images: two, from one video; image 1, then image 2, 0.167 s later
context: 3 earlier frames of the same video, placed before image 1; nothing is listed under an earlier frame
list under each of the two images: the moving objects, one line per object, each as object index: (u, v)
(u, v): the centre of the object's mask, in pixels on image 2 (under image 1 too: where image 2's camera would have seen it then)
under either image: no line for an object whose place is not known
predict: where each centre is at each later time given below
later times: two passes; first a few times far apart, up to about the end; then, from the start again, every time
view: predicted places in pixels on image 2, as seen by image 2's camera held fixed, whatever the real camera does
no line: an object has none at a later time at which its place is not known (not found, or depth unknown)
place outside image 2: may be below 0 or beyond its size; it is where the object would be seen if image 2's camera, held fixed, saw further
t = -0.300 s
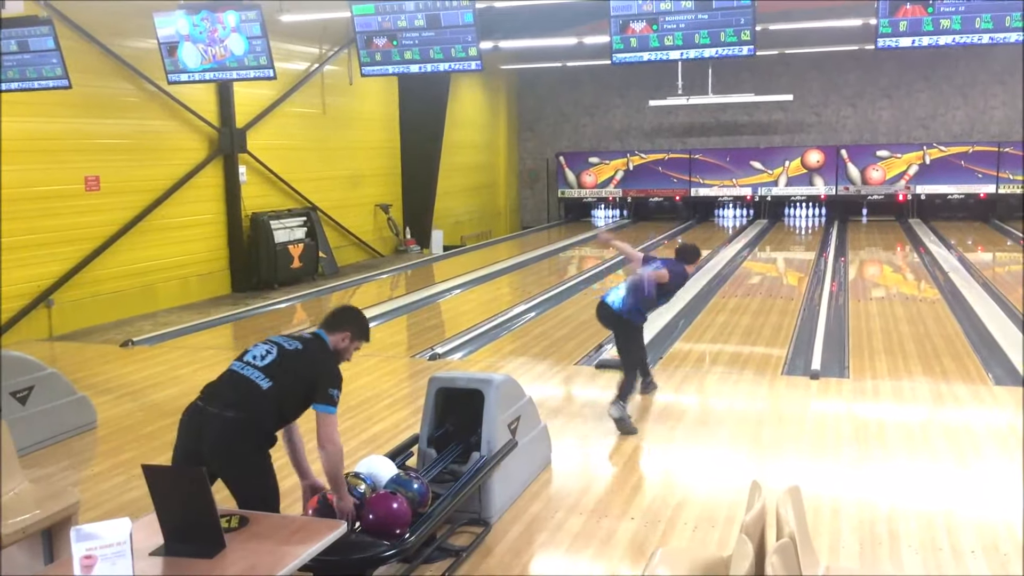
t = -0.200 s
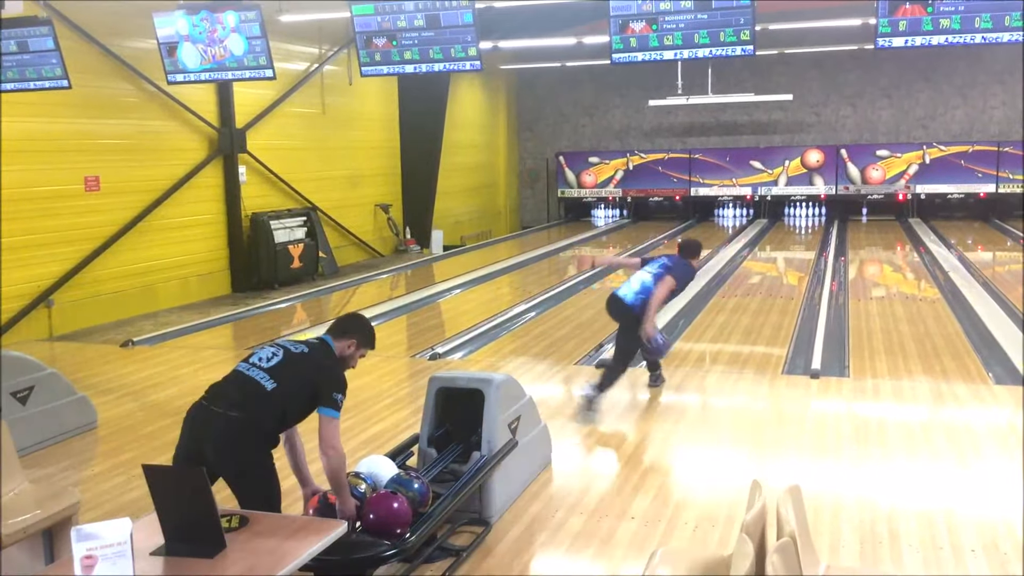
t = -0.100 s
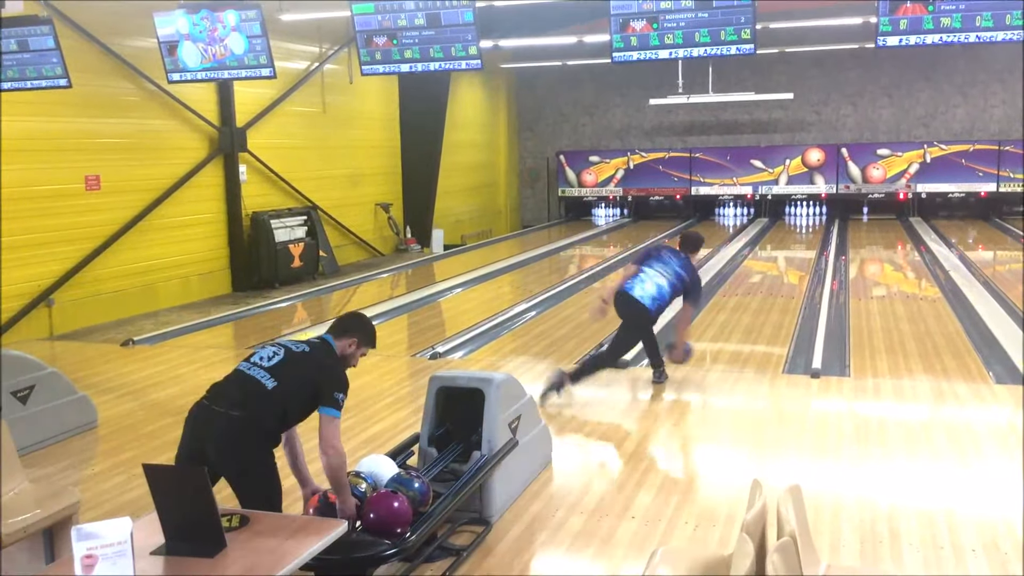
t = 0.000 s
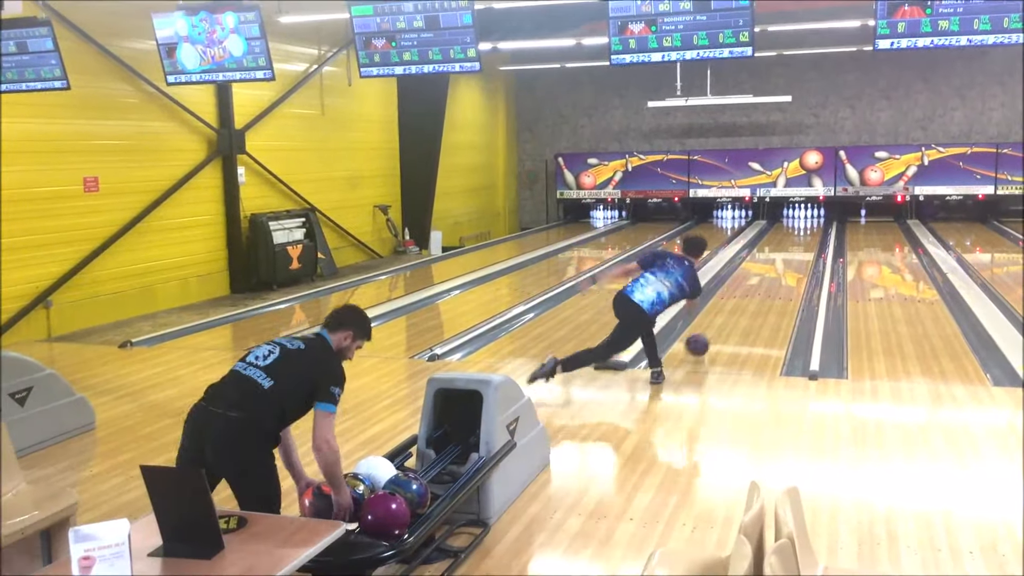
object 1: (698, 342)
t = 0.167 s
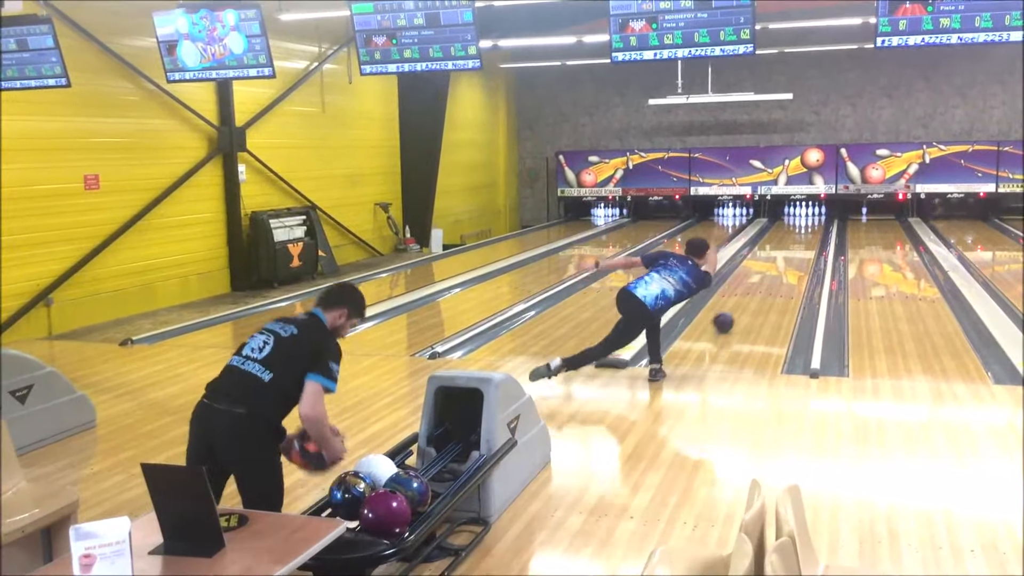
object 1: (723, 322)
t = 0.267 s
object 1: (735, 310)
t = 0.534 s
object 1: (761, 282)
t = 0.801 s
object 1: (778, 263)
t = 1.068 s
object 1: (792, 248)
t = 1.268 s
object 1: (799, 239)
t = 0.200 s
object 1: (727, 318)
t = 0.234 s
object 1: (731, 314)
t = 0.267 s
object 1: (735, 310)
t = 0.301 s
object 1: (739, 306)
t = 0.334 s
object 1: (743, 302)
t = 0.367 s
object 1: (746, 299)
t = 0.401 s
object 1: (749, 295)
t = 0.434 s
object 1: (752, 291)
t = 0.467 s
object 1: (755, 288)
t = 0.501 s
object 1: (758, 285)
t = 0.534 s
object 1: (761, 282)
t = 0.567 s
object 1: (763, 280)
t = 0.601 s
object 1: (766, 277)
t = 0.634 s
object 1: (768, 274)
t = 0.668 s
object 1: (770, 272)
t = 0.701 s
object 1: (772, 270)
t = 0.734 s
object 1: (774, 268)
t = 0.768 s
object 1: (776, 265)
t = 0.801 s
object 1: (778, 263)
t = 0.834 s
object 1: (780, 261)
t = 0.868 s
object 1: (782, 259)
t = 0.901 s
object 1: (784, 257)
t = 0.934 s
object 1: (786, 255)
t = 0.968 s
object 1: (787, 254)
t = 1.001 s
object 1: (789, 252)
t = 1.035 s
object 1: (790, 250)
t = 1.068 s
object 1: (792, 248)
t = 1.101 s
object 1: (793, 247)
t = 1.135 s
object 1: (795, 245)
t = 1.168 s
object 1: (796, 243)
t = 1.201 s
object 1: (797, 242)
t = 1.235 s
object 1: (798, 241)
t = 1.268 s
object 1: (799, 239)
